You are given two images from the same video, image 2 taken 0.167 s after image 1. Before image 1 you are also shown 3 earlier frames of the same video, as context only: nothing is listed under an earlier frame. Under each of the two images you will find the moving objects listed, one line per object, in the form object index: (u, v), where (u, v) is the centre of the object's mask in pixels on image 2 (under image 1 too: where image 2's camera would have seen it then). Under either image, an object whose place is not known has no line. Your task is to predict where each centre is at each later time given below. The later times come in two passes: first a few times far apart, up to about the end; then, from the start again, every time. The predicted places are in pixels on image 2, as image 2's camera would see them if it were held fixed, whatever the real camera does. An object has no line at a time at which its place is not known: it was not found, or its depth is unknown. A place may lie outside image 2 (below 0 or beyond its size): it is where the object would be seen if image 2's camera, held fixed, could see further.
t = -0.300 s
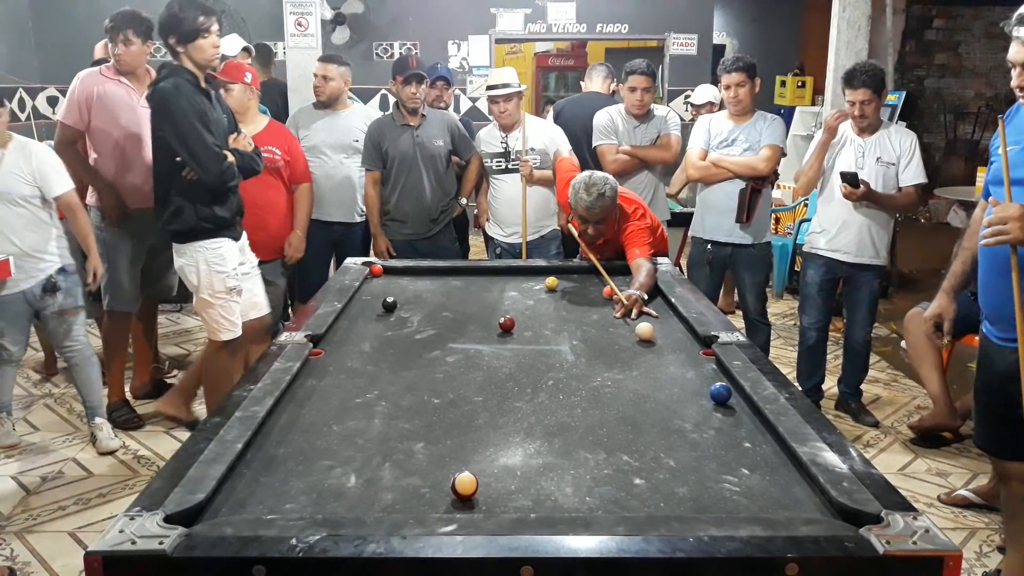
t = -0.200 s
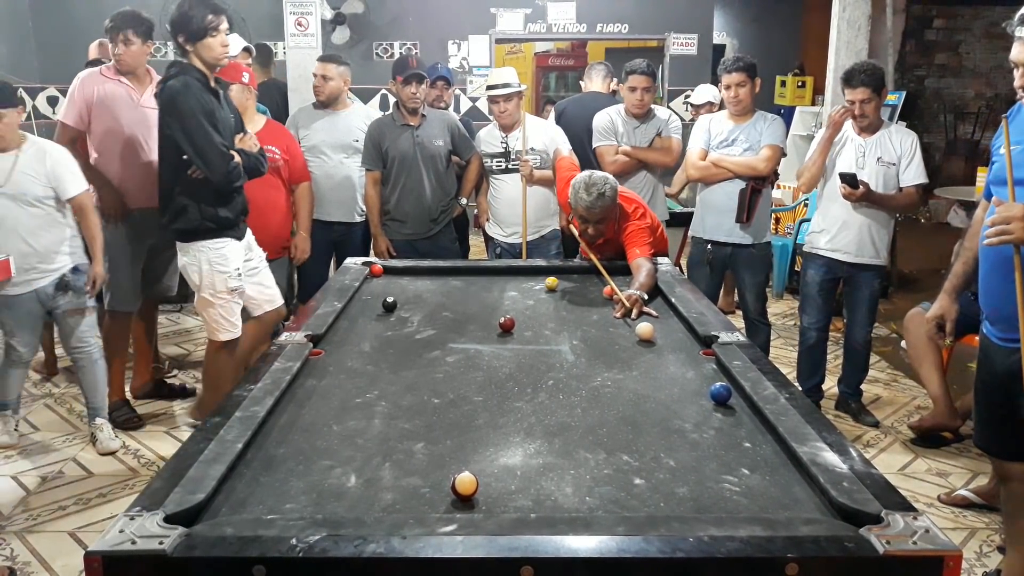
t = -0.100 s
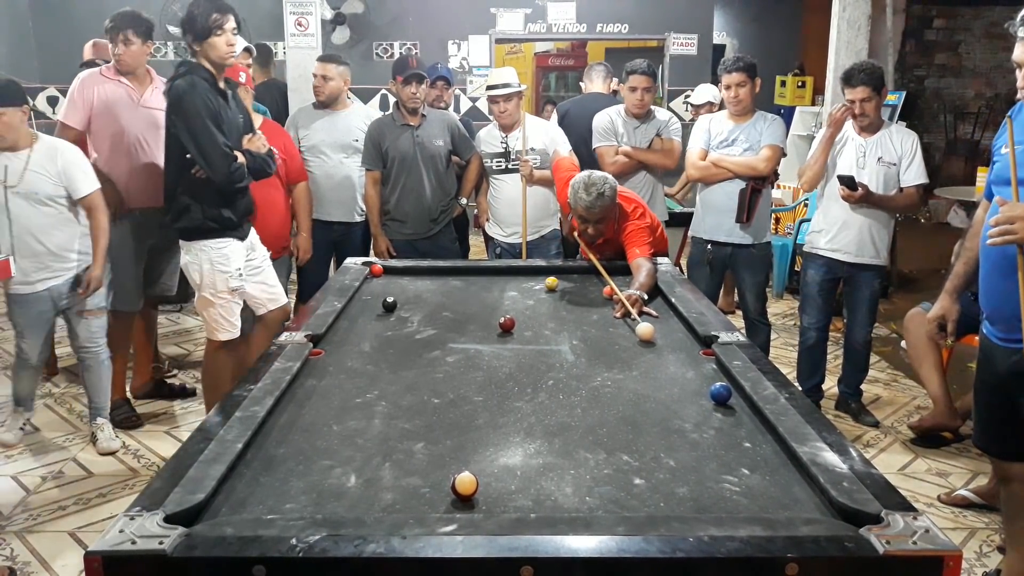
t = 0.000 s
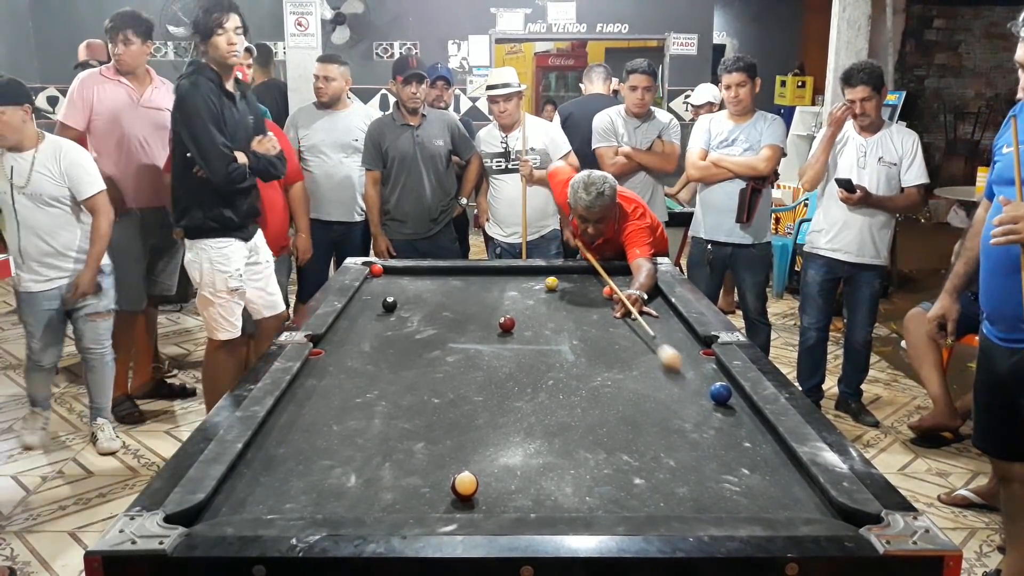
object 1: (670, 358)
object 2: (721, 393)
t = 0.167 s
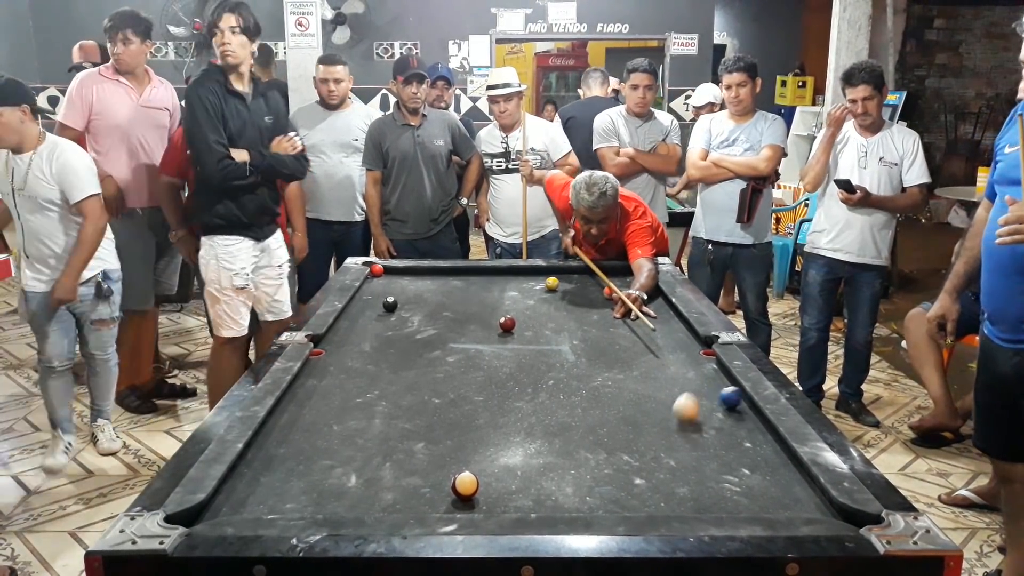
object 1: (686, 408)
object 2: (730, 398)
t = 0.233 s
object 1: (679, 432)
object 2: (716, 401)
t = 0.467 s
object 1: (638, 495)
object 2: (663, 413)
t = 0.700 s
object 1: (570, 431)
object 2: (609, 424)
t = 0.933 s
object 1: (520, 388)
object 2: (555, 436)
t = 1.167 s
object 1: (483, 355)
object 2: (499, 448)
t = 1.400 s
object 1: (453, 329)
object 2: (443, 461)
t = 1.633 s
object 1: (430, 308)
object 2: (387, 473)
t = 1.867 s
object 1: (411, 291)
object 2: (330, 487)
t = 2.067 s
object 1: (398, 279)
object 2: (282, 497)
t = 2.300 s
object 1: (391, 273)
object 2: (228, 505)
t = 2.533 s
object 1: (390, 279)
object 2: (211, 514)
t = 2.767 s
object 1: (389, 286)
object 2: (211, 511)
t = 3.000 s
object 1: (388, 291)
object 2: (215, 508)
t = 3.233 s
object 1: (387, 295)
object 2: (220, 507)
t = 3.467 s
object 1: (386, 299)
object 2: (221, 507)
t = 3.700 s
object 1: (386, 303)
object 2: (220, 507)
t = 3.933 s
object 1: (386, 305)
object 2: (220, 507)
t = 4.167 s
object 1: (387, 306)
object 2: (220, 507)
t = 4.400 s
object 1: (387, 306)
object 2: (219, 507)
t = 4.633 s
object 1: (387, 306)
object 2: (220, 507)
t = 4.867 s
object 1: (387, 306)
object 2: (220, 507)
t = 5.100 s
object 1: (387, 306)
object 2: (220, 507)
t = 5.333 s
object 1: (387, 306)
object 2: (220, 507)
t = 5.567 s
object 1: (387, 306)
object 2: (220, 507)
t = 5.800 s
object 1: (387, 306)
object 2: (220, 507)
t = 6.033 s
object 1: (387, 306)
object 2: (220, 507)
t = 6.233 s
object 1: (387, 306)
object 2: (220, 507)
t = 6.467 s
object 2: (220, 507)
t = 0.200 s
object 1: (682, 420)
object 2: (723, 400)
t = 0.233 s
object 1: (679, 432)
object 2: (716, 401)
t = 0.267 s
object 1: (676, 444)
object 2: (708, 402)
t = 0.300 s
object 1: (673, 458)
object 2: (701, 404)
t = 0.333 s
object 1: (669, 473)
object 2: (693, 406)
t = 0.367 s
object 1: (665, 489)
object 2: (685, 408)
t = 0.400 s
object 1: (660, 501)
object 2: (678, 409)
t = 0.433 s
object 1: (650, 503)
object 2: (670, 411)
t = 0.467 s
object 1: (638, 495)
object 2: (663, 413)
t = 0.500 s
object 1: (628, 483)
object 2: (655, 414)
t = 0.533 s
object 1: (617, 474)
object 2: (647, 416)
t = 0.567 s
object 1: (606, 465)
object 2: (640, 417)
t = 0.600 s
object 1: (596, 455)
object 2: (633, 419)
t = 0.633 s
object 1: (588, 448)
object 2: (625, 421)
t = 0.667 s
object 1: (578, 440)
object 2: (617, 423)
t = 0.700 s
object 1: (570, 431)
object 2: (609, 424)
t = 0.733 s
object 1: (562, 425)
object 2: (601, 426)
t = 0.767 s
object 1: (554, 418)
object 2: (593, 428)
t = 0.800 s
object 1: (546, 411)
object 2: (586, 430)
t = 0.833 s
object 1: (540, 405)
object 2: (577, 431)
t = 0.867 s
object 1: (533, 399)
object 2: (570, 433)
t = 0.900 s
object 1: (526, 393)
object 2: (562, 434)
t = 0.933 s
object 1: (520, 388)
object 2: (555, 436)
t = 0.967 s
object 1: (514, 383)
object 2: (546, 438)
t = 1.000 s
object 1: (508, 377)
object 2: (539, 440)
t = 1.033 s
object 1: (503, 372)
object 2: (531, 441)
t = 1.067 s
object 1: (497, 368)
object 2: (523, 443)
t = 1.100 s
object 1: (492, 363)
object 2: (515, 445)
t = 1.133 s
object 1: (487, 359)
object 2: (507, 446)
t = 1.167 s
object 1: (483, 355)
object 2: (499, 448)
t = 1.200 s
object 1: (478, 350)
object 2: (491, 450)
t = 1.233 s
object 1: (474, 346)
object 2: (483, 452)
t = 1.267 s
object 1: (469, 343)
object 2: (475, 453)
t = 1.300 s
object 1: (465, 339)
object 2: (467, 455)
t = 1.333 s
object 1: (461, 335)
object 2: (459, 457)
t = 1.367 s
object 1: (457, 332)
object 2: (451, 459)
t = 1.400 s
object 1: (453, 329)
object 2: (443, 461)
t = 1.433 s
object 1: (450, 325)
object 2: (435, 462)
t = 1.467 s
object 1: (446, 322)
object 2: (427, 464)
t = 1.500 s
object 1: (443, 319)
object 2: (419, 466)
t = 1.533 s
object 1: (440, 316)
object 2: (412, 468)
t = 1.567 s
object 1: (436, 313)
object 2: (403, 470)
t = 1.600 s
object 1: (434, 311)
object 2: (395, 471)
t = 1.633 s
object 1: (430, 308)
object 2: (387, 473)
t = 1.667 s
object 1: (427, 305)
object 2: (378, 475)
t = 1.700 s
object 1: (425, 303)
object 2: (371, 477)
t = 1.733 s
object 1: (422, 300)
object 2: (363, 479)
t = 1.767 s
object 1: (419, 298)
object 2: (355, 481)
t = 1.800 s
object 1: (416, 295)
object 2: (346, 483)
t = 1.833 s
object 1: (414, 293)
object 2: (339, 484)
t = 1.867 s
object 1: (411, 291)
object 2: (330, 487)
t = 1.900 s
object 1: (409, 288)
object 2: (322, 489)
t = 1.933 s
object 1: (406, 286)
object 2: (314, 490)
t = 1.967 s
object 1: (404, 284)
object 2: (306, 491)
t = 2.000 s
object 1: (402, 282)
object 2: (298, 493)
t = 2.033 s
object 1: (400, 280)
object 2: (290, 495)
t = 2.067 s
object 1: (398, 279)
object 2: (282, 497)
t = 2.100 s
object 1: (395, 277)
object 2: (274, 499)
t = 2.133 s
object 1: (393, 275)
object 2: (267, 500)
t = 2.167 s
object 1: (391, 273)
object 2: (259, 501)
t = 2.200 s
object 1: (389, 271)
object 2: (251, 502)
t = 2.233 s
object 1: (390, 271)
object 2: (243, 503)
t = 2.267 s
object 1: (391, 272)
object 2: (235, 504)
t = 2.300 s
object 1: (391, 273)
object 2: (228, 505)
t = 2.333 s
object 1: (391, 273)
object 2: (219, 507)
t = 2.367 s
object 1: (391, 274)
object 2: (211, 509)
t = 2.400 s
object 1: (391, 275)
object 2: (210, 511)
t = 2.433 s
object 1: (390, 276)
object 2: (210, 511)
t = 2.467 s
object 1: (390, 277)
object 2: (210, 513)
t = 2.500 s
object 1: (390, 278)
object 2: (210, 513)
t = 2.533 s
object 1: (390, 279)
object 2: (211, 514)
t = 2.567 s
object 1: (389, 280)
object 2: (211, 514)
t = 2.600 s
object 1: (389, 281)
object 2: (211, 514)
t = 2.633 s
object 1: (389, 282)
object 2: (211, 513)
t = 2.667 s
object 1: (389, 283)
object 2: (211, 513)
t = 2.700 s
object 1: (389, 284)
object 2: (211, 512)
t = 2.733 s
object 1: (389, 285)
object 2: (211, 511)
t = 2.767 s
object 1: (389, 286)
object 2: (211, 511)
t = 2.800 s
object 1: (389, 287)
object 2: (212, 510)
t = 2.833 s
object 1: (389, 288)
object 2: (212, 510)
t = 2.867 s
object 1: (389, 289)
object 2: (212, 509)
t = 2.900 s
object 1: (389, 289)
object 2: (212, 509)
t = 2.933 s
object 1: (389, 290)
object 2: (213, 509)
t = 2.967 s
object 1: (388, 291)
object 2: (214, 509)
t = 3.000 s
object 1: (388, 291)
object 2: (215, 508)
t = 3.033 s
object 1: (388, 292)
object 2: (216, 508)
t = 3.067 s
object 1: (388, 293)
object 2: (217, 508)
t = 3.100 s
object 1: (388, 293)
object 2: (217, 507)
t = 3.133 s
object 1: (388, 294)
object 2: (218, 507)
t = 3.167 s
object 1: (388, 294)
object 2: (219, 507)
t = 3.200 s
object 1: (388, 295)
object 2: (219, 507)
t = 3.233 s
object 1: (387, 295)
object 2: (220, 507)
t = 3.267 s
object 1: (387, 296)
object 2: (220, 507)
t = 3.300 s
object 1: (387, 297)
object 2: (220, 507)
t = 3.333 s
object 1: (387, 297)
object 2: (220, 507)
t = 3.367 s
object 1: (387, 298)
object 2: (221, 507)
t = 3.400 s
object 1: (386, 298)
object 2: (221, 507)
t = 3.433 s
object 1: (386, 299)
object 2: (221, 507)
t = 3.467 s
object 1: (386, 299)
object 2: (221, 507)
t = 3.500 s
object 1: (386, 300)
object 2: (220, 507)
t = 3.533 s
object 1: (386, 300)
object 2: (220, 507)
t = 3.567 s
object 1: (385, 301)
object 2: (220, 507)
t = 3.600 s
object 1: (386, 301)
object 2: (220, 507)
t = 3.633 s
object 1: (386, 302)
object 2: (220, 507)
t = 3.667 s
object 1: (386, 302)
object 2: (220, 507)
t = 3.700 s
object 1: (386, 303)
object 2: (220, 507)
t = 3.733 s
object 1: (386, 303)
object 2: (220, 507)
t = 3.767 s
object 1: (386, 303)
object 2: (220, 507)
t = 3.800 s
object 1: (386, 304)
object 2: (220, 507)
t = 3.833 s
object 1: (386, 304)
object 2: (220, 507)
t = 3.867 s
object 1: (386, 304)
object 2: (220, 507)
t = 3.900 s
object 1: (386, 304)
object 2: (220, 507)
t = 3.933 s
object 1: (386, 305)
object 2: (220, 507)
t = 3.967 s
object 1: (387, 305)
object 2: (220, 507)
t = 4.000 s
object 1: (387, 305)
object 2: (220, 507)
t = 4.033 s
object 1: (387, 305)
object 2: (220, 507)
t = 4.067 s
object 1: (387, 305)
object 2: (220, 507)
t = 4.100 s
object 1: (387, 306)
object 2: (220, 507)
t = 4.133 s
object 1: (387, 306)
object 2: (220, 507)
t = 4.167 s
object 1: (387, 306)
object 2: (220, 507)
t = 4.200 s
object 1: (387, 306)
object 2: (220, 507)
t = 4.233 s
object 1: (387, 306)
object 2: (220, 507)
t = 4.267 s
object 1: (387, 306)
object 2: (220, 507)
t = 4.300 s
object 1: (387, 306)
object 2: (220, 507)
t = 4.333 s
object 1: (387, 306)
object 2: (220, 507)
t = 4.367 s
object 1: (387, 306)
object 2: (219, 507)
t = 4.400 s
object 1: (387, 306)
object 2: (219, 507)
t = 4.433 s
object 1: (387, 306)
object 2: (219, 507)
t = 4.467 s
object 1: (387, 306)
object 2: (219, 507)
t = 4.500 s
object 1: (387, 306)
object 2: (220, 507)
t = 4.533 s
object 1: (387, 306)
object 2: (220, 507)
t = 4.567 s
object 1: (387, 306)
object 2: (220, 507)
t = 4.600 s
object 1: (387, 306)
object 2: (220, 507)
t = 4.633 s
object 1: (387, 306)
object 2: (220, 507)
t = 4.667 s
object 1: (387, 306)
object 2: (219, 507)
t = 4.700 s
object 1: (387, 306)
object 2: (220, 507)
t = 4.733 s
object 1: (387, 306)
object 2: (220, 507)
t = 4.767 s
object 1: (387, 306)
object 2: (220, 507)
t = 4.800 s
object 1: (387, 306)
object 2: (220, 507)
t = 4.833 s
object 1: (387, 306)
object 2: (220, 507)
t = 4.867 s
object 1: (387, 306)
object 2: (220, 507)
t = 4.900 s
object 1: (387, 306)
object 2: (220, 507)
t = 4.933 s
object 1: (387, 306)
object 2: (220, 507)
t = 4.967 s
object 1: (387, 306)
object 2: (220, 507)
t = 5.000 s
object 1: (387, 306)
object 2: (220, 507)
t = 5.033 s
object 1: (387, 306)
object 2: (220, 507)
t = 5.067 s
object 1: (387, 306)
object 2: (220, 507)
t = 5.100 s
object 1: (387, 306)
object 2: (220, 507)
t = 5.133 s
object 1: (387, 306)
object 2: (220, 507)
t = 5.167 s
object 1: (387, 306)
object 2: (220, 507)
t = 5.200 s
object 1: (387, 306)
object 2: (220, 507)
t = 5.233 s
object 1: (387, 306)
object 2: (220, 507)
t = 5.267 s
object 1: (387, 306)
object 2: (220, 507)
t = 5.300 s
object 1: (387, 306)
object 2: (220, 507)
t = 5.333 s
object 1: (387, 306)
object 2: (220, 507)
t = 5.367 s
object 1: (387, 306)
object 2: (220, 507)
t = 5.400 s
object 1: (387, 306)
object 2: (220, 507)
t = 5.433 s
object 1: (387, 306)
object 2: (219, 507)
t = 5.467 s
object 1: (387, 306)
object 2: (219, 507)
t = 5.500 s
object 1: (387, 306)
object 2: (220, 507)
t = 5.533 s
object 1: (387, 306)
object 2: (220, 507)
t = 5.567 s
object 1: (387, 306)
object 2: (220, 507)
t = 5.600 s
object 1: (387, 306)
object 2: (220, 507)
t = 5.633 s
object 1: (387, 306)
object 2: (220, 507)
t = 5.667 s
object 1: (387, 306)
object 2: (220, 507)
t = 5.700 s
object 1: (387, 306)
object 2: (220, 507)
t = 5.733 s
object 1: (387, 306)
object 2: (220, 507)
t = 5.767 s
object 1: (387, 306)
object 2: (220, 507)
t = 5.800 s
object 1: (387, 306)
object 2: (220, 507)
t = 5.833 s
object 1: (387, 306)
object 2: (220, 507)
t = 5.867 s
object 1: (387, 306)
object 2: (220, 507)
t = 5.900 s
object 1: (387, 306)
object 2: (220, 507)
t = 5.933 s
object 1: (387, 306)
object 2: (220, 507)
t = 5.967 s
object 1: (387, 306)
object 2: (220, 507)
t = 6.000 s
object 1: (387, 306)
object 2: (220, 507)
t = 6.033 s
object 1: (387, 306)
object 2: (220, 507)
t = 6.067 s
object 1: (387, 306)
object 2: (220, 507)
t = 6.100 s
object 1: (387, 306)
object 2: (220, 507)
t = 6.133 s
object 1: (387, 306)
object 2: (220, 507)
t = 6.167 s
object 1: (387, 306)
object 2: (220, 507)
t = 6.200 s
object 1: (387, 306)
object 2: (220, 507)
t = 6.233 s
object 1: (387, 306)
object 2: (220, 507)
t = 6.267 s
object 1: (387, 306)
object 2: (220, 507)
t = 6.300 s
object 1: (387, 306)
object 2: (220, 507)
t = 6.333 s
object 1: (387, 306)
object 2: (219, 507)
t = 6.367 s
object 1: (386, 303)
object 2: (223, 506)
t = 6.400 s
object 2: (220, 507)
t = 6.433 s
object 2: (220, 507)
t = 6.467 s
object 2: (220, 507)
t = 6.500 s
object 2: (219, 507)
